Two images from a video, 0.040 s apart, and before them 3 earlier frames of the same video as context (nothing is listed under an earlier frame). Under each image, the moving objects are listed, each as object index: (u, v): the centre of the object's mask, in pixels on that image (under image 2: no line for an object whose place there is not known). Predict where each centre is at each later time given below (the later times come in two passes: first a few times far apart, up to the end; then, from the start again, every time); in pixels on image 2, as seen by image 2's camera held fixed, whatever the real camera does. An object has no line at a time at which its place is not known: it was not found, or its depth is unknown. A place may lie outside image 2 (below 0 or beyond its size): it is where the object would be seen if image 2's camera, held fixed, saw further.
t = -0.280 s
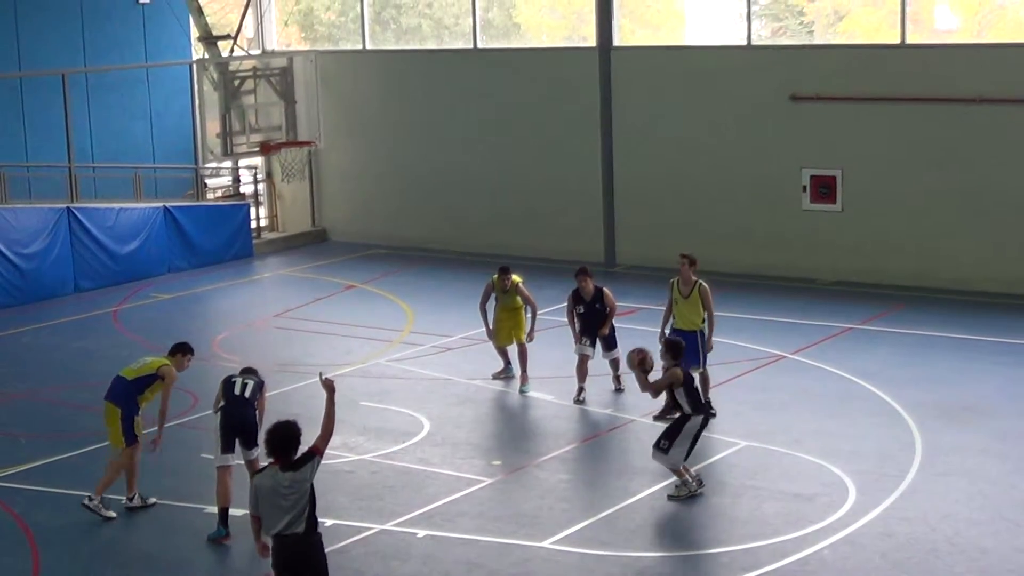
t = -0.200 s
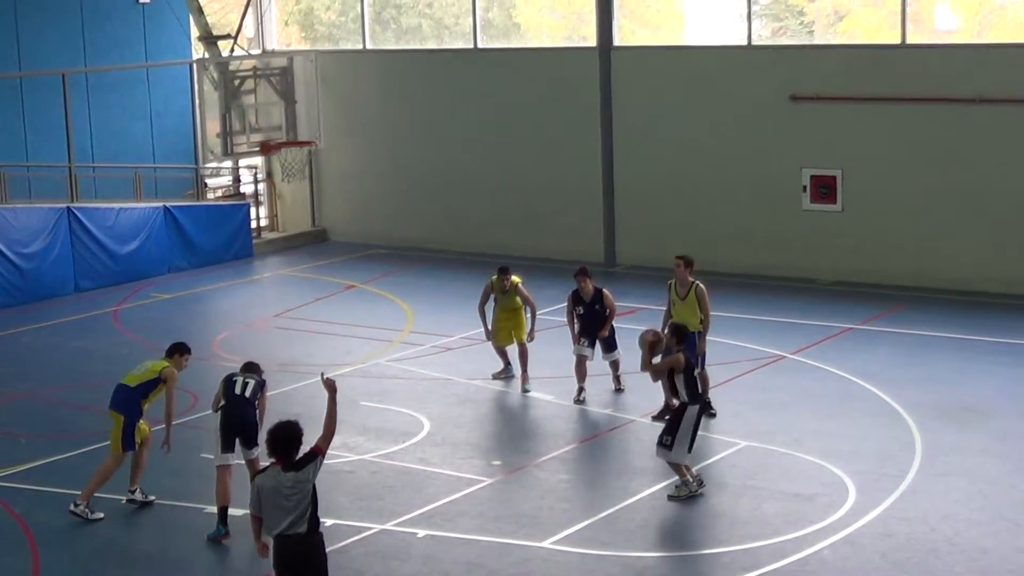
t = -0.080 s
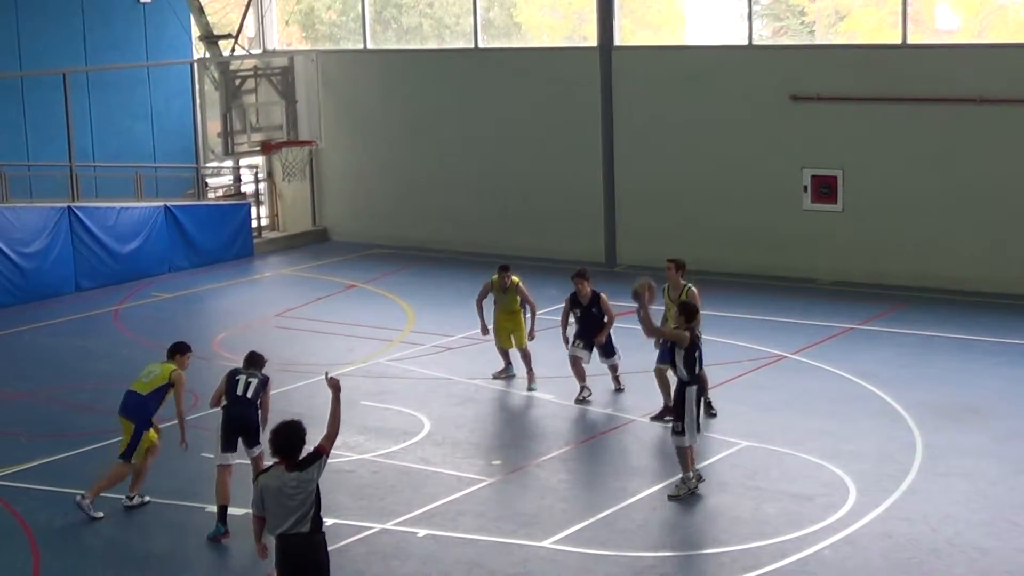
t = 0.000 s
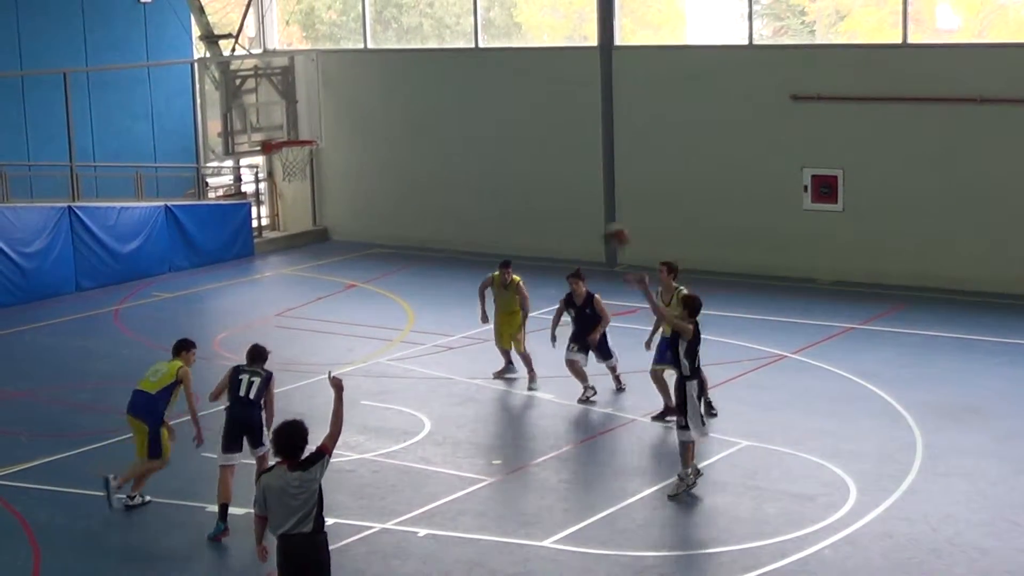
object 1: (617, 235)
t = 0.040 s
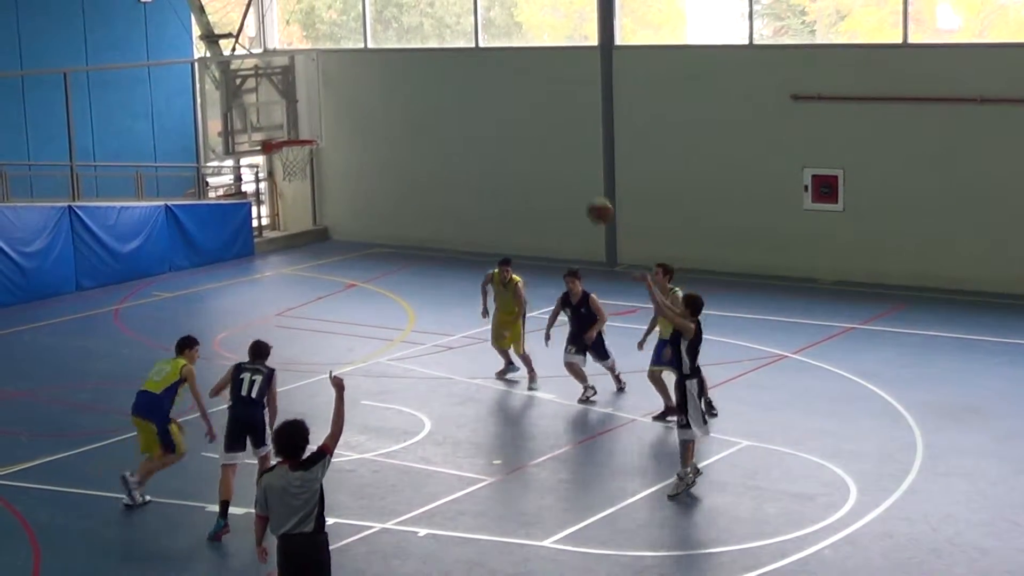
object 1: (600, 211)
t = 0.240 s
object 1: (522, 115)
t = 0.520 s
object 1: (423, 52)
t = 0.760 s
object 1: (347, 64)
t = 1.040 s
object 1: (281, 123)
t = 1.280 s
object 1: (314, 59)
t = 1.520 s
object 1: (349, 49)
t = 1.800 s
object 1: (394, 106)
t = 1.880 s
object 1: (406, 134)
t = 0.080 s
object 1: (584, 189)
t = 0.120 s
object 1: (568, 167)
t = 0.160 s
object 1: (552, 149)
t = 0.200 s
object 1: (537, 131)
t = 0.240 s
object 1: (522, 115)
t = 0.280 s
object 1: (507, 101)
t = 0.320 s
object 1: (493, 88)
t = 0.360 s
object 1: (478, 79)
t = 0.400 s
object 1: (464, 69)
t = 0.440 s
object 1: (450, 61)
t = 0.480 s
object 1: (436, 55)
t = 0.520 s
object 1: (423, 52)
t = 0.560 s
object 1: (409, 49)
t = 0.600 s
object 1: (397, 49)
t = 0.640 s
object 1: (384, 50)
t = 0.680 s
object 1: (372, 53)
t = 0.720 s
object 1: (359, 58)
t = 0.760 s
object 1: (347, 64)
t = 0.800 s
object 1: (335, 71)
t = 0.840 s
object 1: (324, 80)
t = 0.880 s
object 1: (313, 90)
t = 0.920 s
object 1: (302, 102)
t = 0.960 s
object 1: (291, 116)
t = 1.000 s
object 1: (280, 130)
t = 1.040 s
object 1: (281, 123)
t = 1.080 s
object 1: (286, 109)
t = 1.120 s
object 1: (292, 96)
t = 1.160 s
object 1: (297, 84)
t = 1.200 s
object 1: (303, 74)
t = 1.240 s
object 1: (308, 65)
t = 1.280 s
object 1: (314, 59)
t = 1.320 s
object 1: (320, 53)
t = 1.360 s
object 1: (325, 49)
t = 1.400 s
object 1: (331, 47)
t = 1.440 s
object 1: (337, 46)
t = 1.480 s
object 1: (343, 47)
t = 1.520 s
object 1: (349, 49)
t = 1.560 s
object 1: (355, 52)
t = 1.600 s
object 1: (361, 58)
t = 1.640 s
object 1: (368, 64)
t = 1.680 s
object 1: (374, 72)
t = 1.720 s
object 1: (380, 82)
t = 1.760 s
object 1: (386, 93)
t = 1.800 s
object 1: (394, 106)
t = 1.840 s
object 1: (399, 121)
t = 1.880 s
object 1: (406, 134)
